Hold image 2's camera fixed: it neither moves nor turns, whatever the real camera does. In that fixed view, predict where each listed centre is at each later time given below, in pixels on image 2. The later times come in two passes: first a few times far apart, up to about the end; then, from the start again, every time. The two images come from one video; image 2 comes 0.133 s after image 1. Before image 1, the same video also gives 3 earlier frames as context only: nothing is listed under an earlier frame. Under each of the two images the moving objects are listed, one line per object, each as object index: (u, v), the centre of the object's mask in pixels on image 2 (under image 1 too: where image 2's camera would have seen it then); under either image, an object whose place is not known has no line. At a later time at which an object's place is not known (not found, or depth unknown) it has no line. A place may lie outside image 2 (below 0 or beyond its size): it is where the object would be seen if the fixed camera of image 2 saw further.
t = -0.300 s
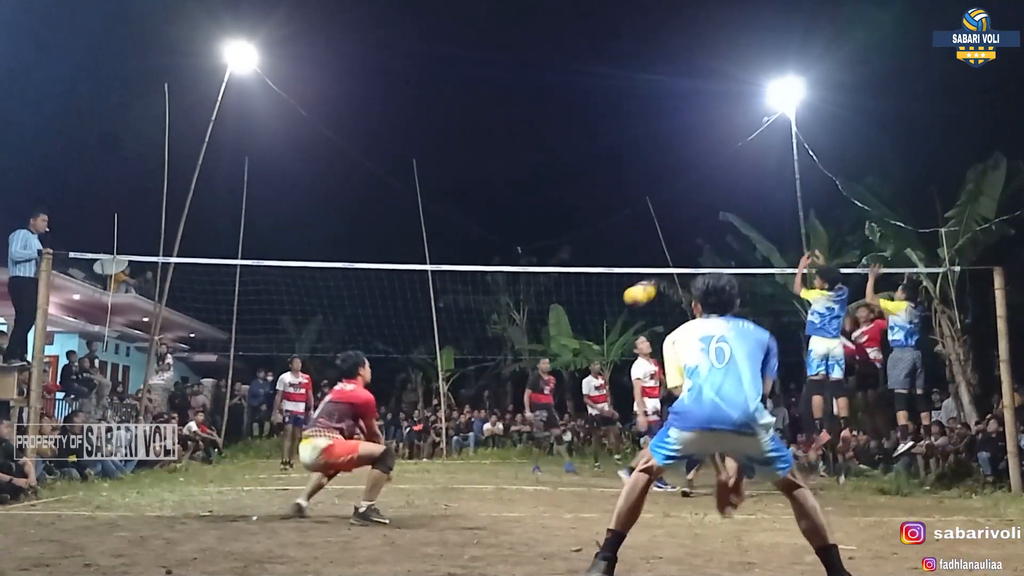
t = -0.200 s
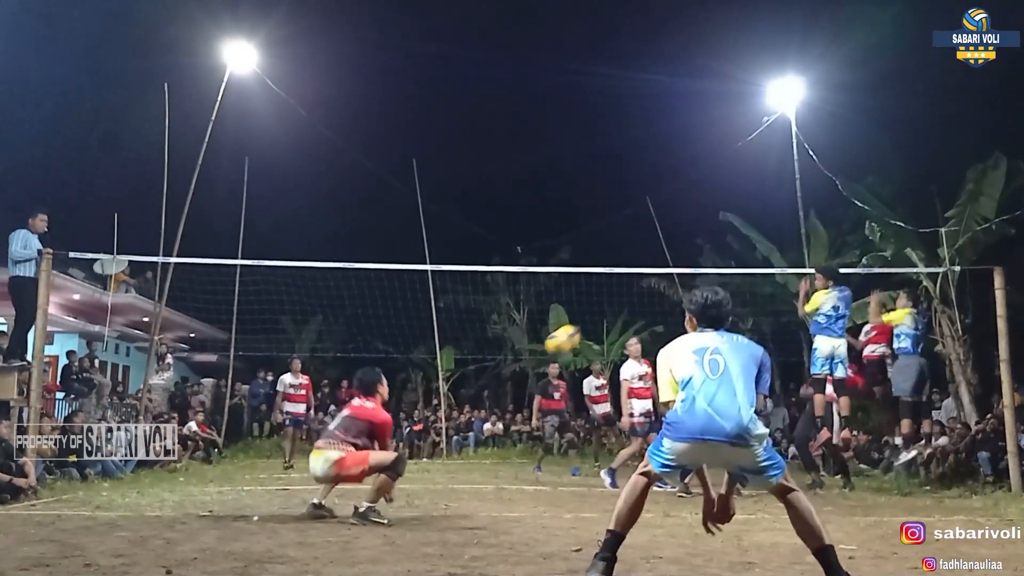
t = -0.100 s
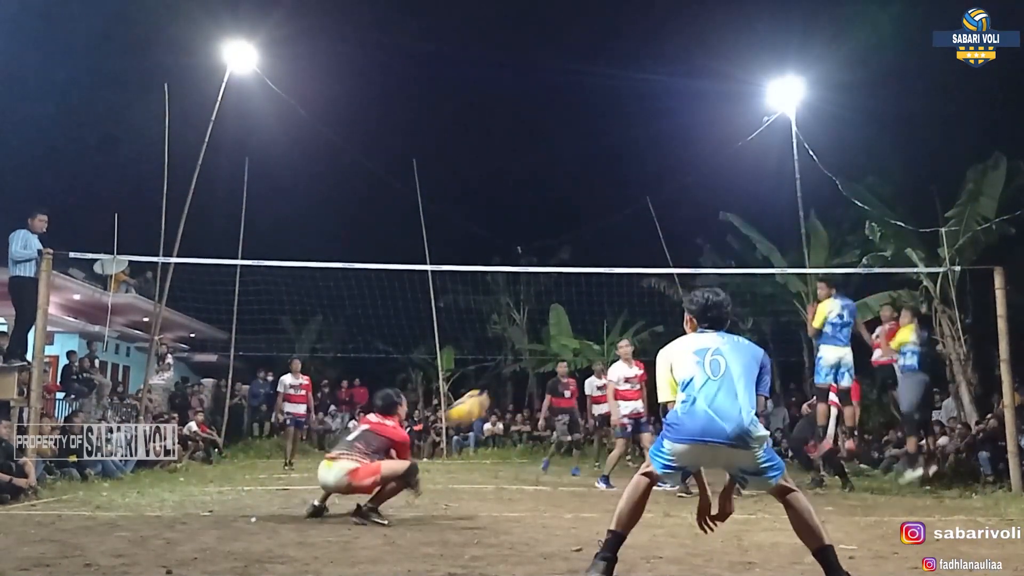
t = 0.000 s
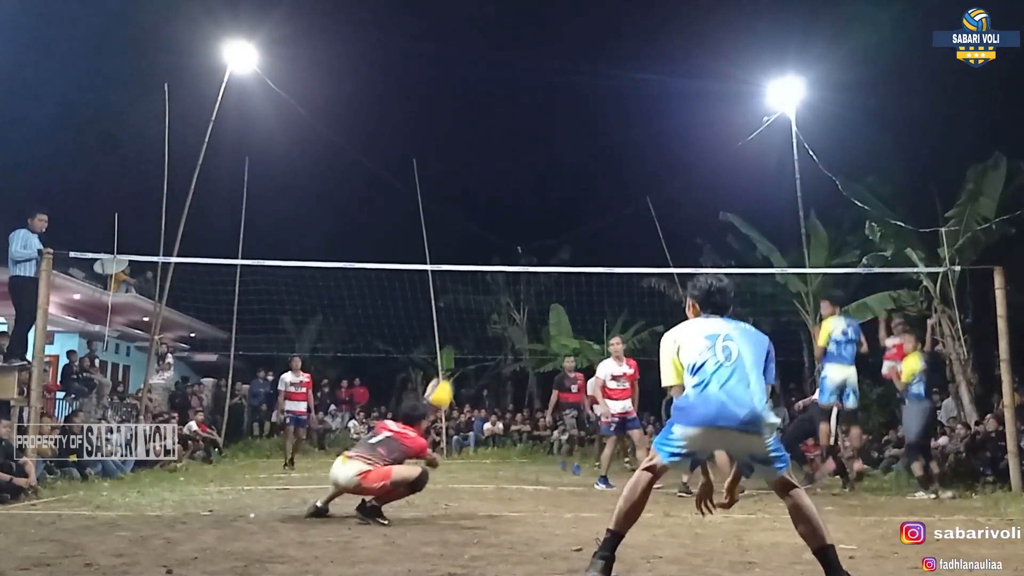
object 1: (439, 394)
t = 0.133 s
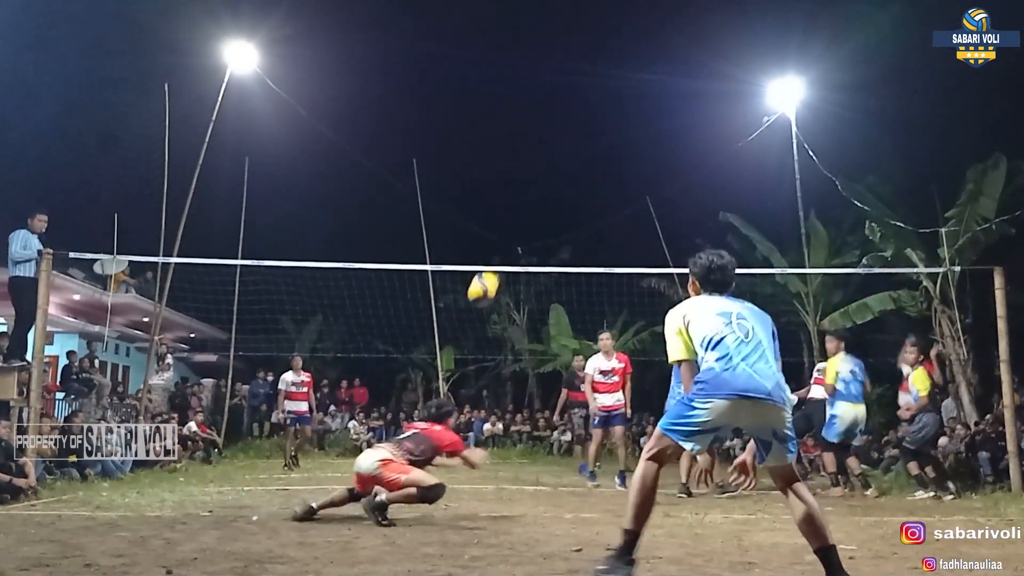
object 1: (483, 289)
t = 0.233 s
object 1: (515, 224)
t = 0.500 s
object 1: (590, 120)
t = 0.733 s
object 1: (653, 95)
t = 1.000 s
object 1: (722, 143)
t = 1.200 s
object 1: (775, 230)
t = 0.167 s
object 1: (494, 265)
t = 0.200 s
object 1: (505, 243)
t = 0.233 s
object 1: (515, 224)
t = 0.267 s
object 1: (525, 206)
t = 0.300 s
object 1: (534, 189)
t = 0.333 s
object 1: (544, 174)
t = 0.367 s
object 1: (554, 161)
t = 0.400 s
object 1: (563, 148)
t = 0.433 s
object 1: (573, 136)
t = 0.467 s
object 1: (582, 128)
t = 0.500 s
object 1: (590, 120)
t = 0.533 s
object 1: (600, 112)
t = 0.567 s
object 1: (609, 106)
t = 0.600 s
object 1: (617, 101)
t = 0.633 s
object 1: (626, 98)
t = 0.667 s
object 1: (636, 96)
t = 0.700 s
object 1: (644, 95)
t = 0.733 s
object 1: (653, 95)
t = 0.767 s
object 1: (662, 97)
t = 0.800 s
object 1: (670, 100)
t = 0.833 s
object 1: (679, 104)
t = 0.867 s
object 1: (688, 110)
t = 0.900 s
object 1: (696, 115)
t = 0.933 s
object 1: (705, 123)
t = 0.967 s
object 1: (713, 132)
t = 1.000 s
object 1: (722, 143)
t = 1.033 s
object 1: (731, 154)
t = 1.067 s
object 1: (739, 166)
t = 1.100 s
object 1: (747, 181)
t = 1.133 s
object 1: (757, 197)
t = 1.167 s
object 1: (765, 212)
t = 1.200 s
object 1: (775, 230)
